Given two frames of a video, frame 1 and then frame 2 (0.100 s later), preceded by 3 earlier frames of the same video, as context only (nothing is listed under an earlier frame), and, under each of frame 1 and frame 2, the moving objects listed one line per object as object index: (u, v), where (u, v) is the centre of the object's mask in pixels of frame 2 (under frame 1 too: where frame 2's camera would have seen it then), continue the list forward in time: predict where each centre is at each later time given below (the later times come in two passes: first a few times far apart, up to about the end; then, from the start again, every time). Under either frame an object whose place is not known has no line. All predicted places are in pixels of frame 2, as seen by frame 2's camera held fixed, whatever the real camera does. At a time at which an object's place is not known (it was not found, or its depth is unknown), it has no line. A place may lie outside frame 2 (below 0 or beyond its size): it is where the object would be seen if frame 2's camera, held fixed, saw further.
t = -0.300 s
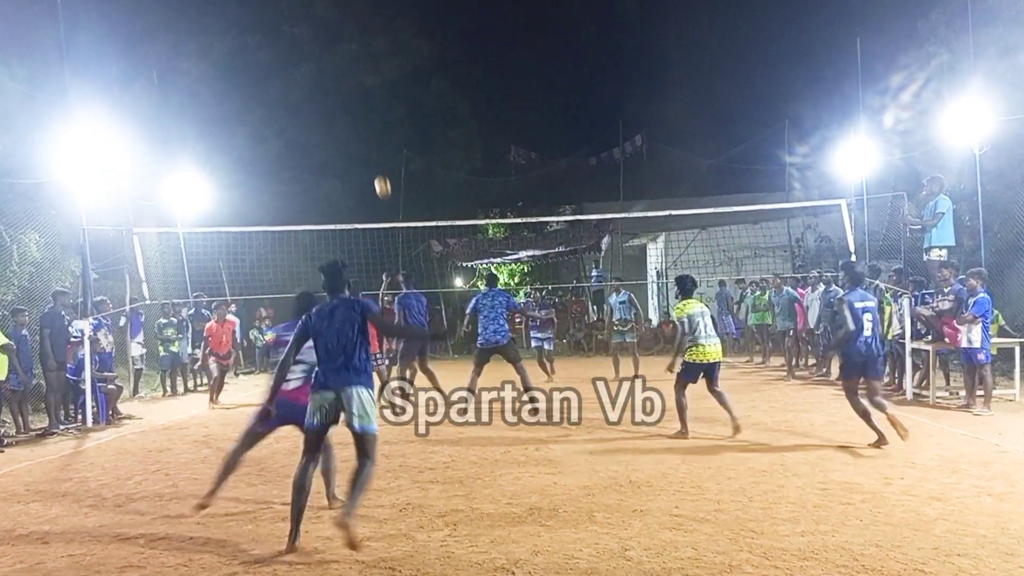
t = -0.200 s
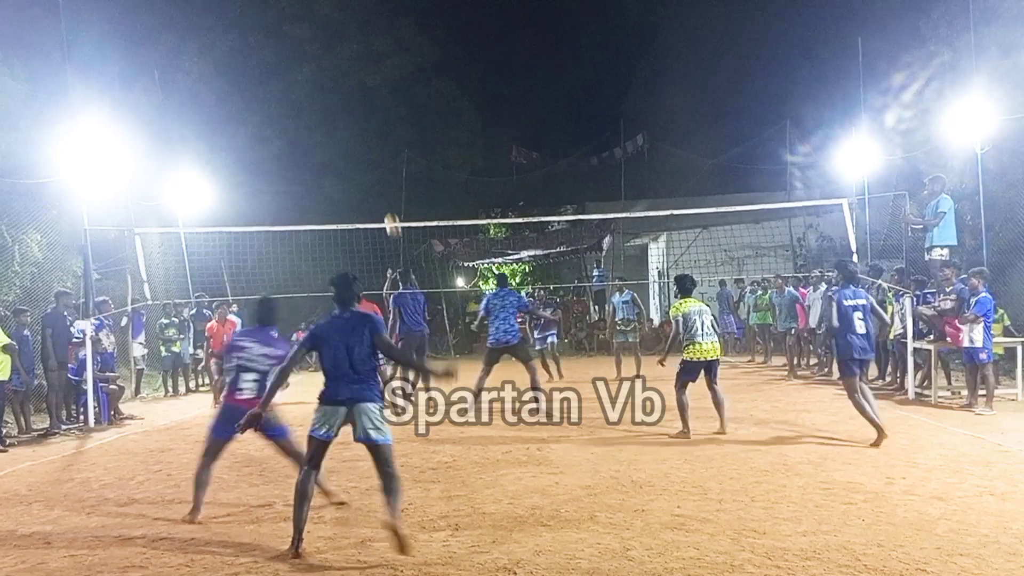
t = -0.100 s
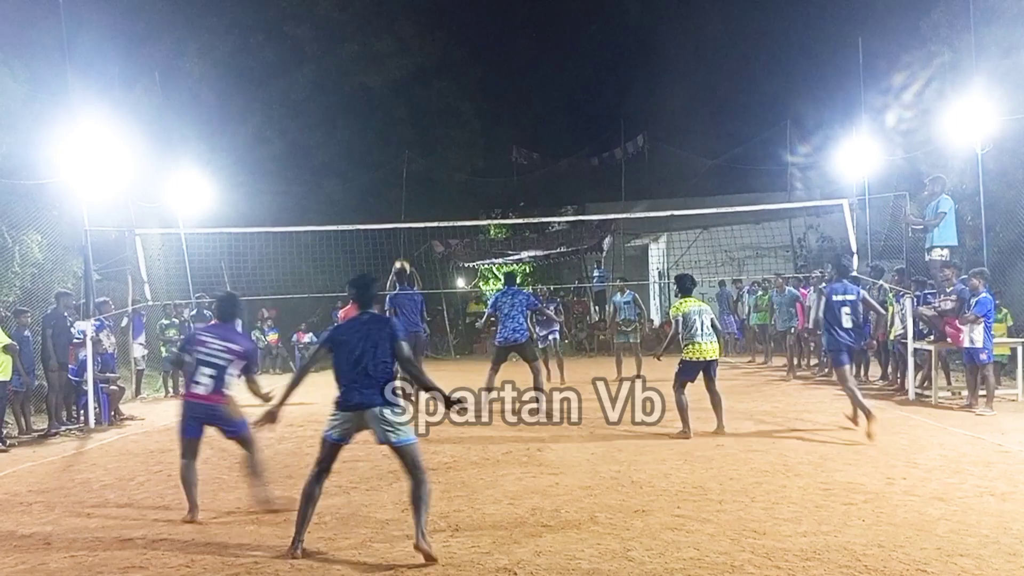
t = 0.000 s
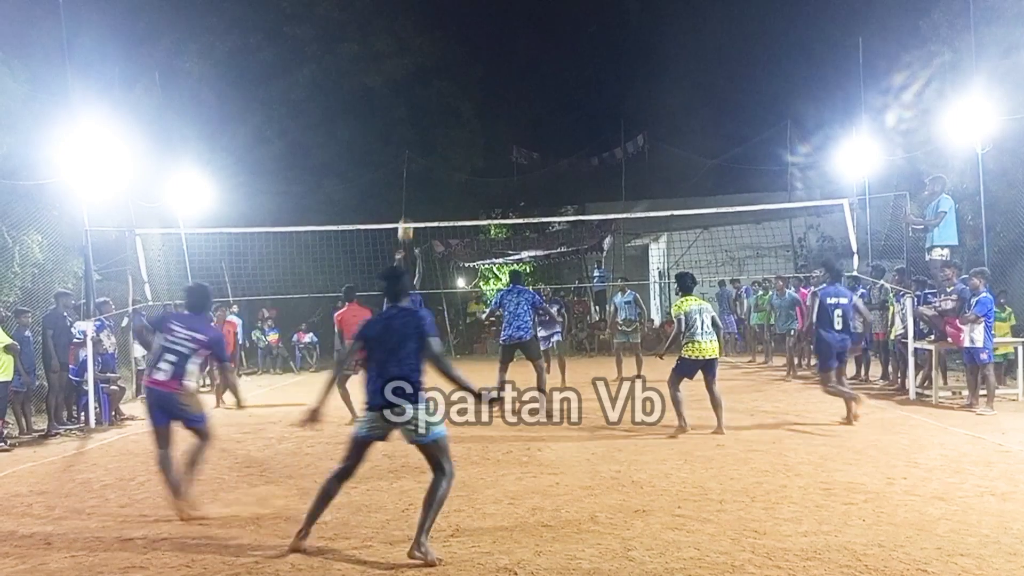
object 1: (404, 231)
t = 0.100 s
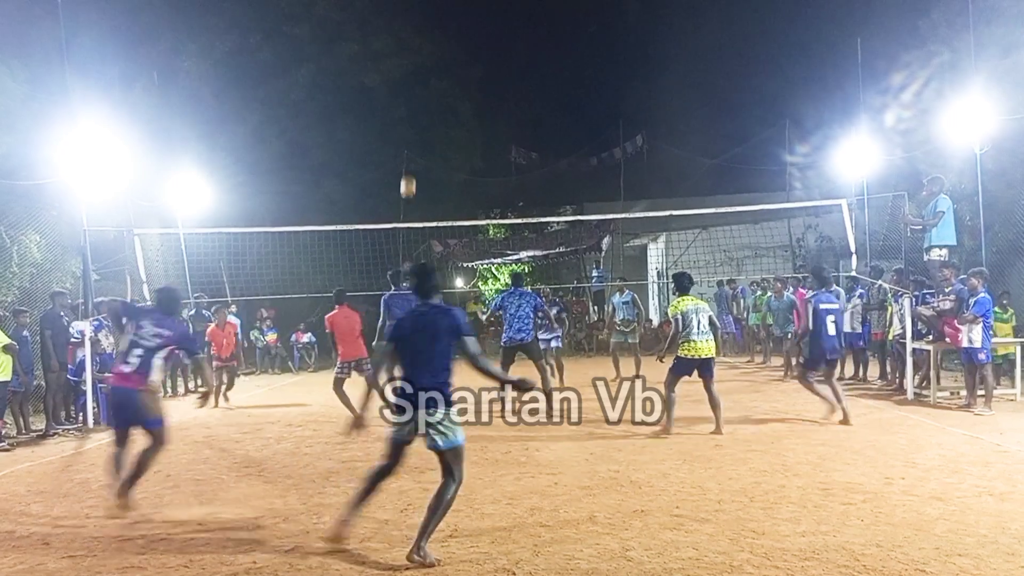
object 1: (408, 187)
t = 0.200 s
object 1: (412, 151)
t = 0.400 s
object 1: (419, 101)
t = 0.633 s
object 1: (429, 80)
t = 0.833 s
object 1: (440, 93)
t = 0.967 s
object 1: (448, 119)
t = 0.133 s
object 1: (409, 174)
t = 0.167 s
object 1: (410, 162)
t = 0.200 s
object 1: (412, 151)
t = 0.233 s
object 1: (413, 141)
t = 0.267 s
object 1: (414, 131)
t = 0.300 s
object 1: (415, 122)
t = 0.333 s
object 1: (416, 115)
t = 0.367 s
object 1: (417, 107)
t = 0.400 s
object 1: (419, 101)
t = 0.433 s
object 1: (420, 95)
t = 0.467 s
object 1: (422, 91)
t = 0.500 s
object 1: (423, 87)
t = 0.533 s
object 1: (424, 84)
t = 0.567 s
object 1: (426, 82)
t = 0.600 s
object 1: (428, 80)
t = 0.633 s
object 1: (429, 80)
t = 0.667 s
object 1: (431, 80)
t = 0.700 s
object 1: (432, 81)
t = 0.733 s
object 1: (434, 83)
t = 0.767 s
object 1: (436, 85)
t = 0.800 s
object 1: (438, 89)
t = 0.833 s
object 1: (440, 93)
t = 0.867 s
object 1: (442, 98)
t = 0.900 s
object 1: (444, 104)
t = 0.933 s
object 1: (446, 112)
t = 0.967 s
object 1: (448, 119)
